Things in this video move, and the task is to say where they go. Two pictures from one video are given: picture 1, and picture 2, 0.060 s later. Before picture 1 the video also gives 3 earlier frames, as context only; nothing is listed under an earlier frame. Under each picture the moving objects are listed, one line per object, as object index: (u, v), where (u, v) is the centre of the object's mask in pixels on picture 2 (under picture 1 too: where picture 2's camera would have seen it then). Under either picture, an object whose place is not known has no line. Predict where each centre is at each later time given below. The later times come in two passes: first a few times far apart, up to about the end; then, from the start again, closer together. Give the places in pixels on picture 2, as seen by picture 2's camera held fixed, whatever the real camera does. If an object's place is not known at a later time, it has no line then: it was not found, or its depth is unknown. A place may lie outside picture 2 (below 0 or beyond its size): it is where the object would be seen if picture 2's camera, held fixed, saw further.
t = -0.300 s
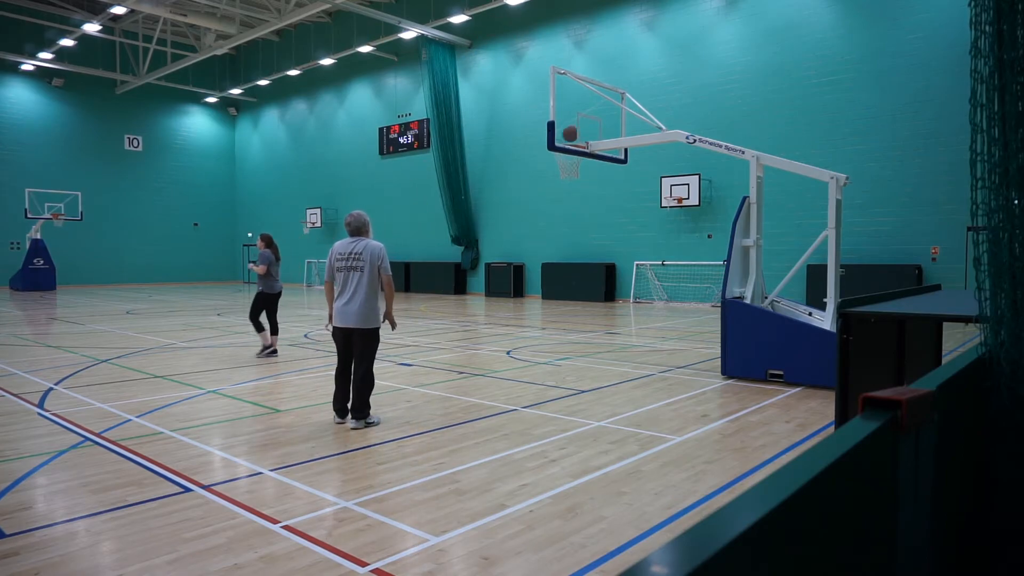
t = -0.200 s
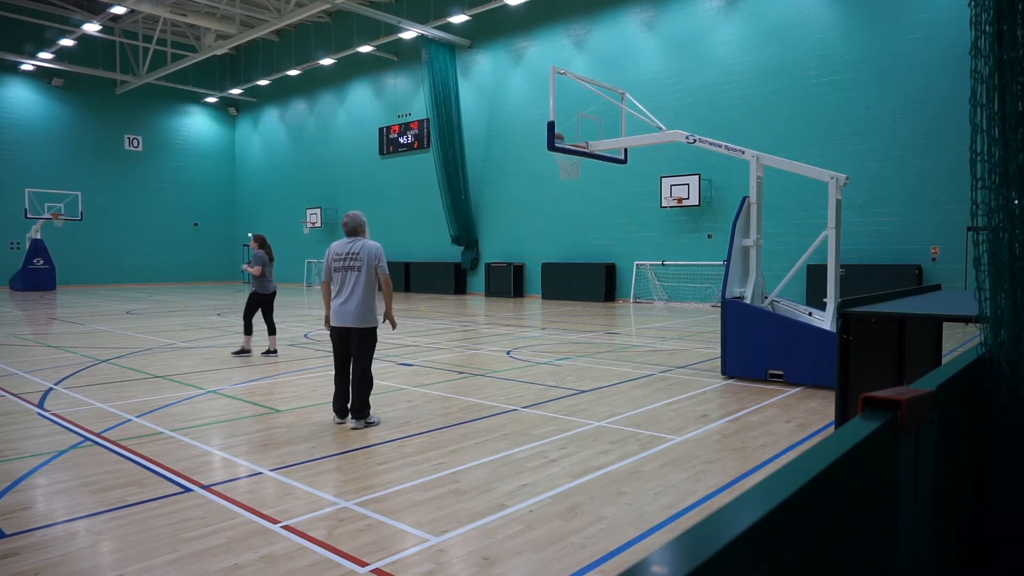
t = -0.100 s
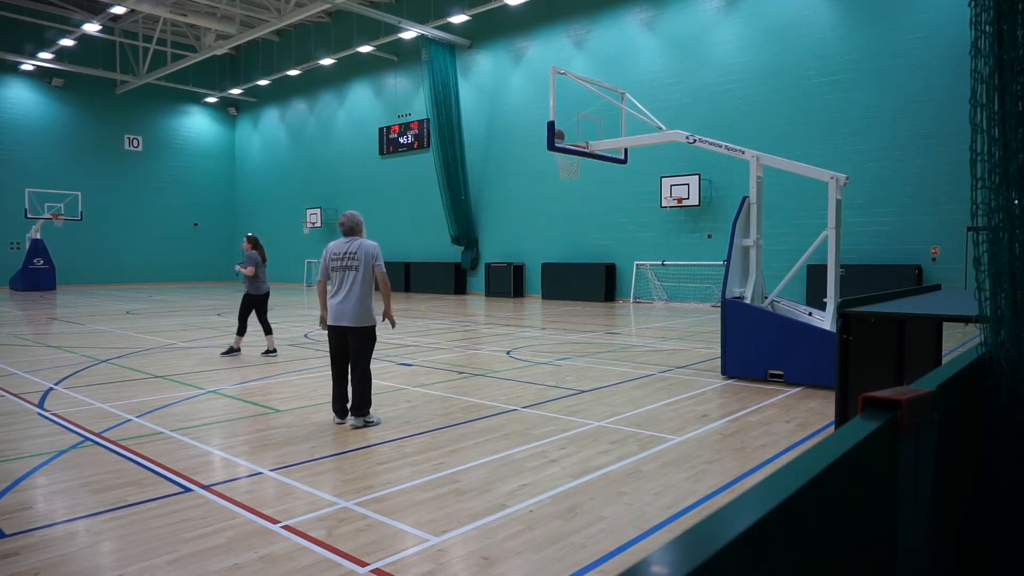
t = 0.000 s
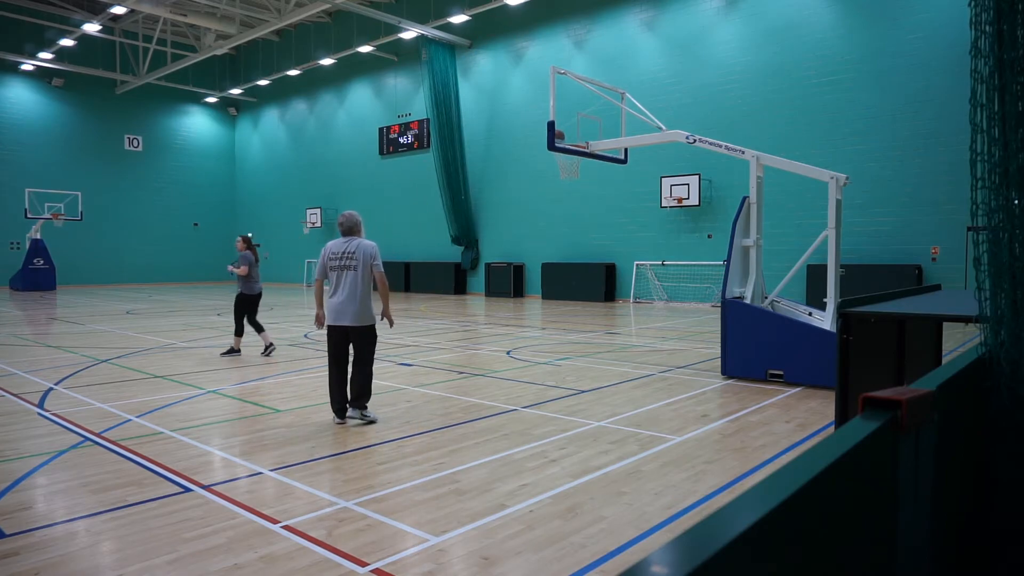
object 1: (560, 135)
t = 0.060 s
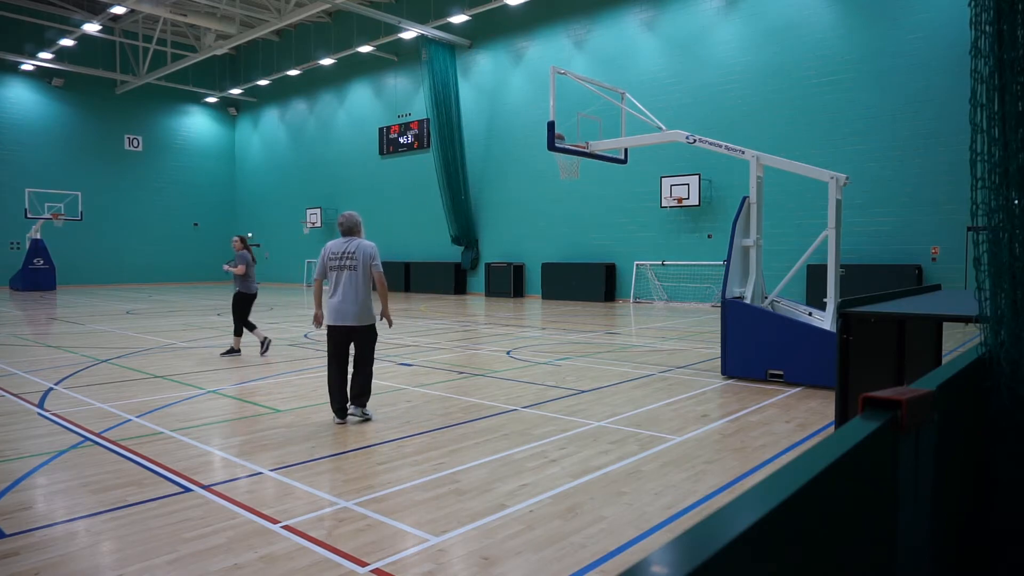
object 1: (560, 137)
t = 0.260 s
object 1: (562, 139)
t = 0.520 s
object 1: (569, 174)
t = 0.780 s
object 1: (576, 245)
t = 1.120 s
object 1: (585, 310)
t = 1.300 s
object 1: (591, 261)
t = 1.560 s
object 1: (600, 227)
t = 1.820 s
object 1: (609, 238)
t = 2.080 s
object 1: (617, 296)
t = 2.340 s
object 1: (625, 321)
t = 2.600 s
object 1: (633, 280)
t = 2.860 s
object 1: (641, 287)
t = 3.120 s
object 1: (648, 342)
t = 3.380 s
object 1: (655, 315)
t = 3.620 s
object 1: (661, 309)
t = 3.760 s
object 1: (665, 325)
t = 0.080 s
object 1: (560, 137)
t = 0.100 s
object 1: (560, 137)
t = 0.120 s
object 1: (560, 137)
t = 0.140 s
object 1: (560, 137)
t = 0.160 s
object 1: (560, 137)
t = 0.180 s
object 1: (561, 138)
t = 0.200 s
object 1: (561, 138)
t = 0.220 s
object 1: (561, 138)
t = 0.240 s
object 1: (562, 139)
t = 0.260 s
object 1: (562, 139)
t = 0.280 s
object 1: (563, 140)
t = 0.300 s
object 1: (564, 141)
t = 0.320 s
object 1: (565, 142)
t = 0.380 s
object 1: (564, 156)
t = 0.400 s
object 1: (565, 158)
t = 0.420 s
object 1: (566, 159)
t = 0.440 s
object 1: (566, 161)
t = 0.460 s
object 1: (567, 164)
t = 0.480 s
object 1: (568, 168)
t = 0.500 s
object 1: (569, 171)
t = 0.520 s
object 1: (569, 174)
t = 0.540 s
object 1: (570, 179)
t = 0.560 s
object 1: (570, 183)
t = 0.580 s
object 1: (571, 187)
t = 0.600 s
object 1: (571, 192)
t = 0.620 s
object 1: (572, 197)
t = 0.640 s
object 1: (572, 202)
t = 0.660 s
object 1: (573, 207)
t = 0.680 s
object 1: (574, 213)
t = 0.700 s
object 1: (574, 219)
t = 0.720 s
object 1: (575, 225)
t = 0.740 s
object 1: (575, 232)
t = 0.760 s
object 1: (576, 239)
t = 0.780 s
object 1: (576, 245)
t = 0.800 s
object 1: (577, 253)
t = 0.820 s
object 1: (578, 260)
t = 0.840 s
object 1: (578, 268)
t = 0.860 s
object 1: (579, 276)
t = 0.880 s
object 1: (580, 284)
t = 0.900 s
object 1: (580, 292)
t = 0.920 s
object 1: (580, 301)
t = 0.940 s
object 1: (580, 310)
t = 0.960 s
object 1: (581, 320)
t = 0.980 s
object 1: (581, 329)
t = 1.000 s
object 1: (582, 339)
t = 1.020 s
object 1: (583, 346)
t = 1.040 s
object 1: (583, 338)
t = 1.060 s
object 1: (584, 331)
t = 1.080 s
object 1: (584, 324)
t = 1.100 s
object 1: (585, 316)
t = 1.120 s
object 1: (585, 310)
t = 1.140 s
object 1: (586, 303)
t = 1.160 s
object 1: (587, 297)
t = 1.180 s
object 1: (588, 290)
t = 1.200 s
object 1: (588, 285)
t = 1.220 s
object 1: (589, 280)
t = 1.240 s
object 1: (589, 275)
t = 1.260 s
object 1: (590, 271)
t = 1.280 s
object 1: (591, 266)
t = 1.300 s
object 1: (591, 261)
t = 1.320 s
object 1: (593, 257)
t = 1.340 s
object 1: (593, 253)
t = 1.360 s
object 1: (594, 249)
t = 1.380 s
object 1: (594, 246)
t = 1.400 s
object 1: (595, 242)
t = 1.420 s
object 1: (596, 239)
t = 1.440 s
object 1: (596, 237)
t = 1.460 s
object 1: (597, 234)
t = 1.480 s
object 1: (598, 232)
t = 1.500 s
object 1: (598, 231)
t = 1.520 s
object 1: (599, 229)
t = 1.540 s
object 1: (600, 228)
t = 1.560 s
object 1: (600, 227)
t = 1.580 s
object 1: (601, 226)
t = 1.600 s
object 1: (602, 225)
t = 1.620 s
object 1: (602, 225)
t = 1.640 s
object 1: (603, 225)
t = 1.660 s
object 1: (604, 226)
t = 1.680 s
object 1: (605, 226)
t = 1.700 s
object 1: (605, 227)
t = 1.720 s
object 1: (606, 228)
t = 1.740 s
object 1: (607, 229)
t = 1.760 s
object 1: (607, 231)
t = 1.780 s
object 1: (608, 233)
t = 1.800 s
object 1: (609, 235)
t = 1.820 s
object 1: (609, 238)
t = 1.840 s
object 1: (610, 241)
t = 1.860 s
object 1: (611, 244)
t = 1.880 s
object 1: (611, 247)
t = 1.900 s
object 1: (612, 251)
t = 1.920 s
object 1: (613, 255)
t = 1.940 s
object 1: (613, 260)
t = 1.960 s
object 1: (614, 264)
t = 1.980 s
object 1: (614, 269)
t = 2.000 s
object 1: (615, 274)
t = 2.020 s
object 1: (615, 280)
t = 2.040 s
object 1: (616, 285)
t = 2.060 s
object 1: (616, 291)
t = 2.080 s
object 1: (617, 296)
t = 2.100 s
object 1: (618, 303)
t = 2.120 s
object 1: (619, 310)
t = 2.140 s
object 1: (619, 317)
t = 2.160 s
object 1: (620, 324)
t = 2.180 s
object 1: (621, 332)
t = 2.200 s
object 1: (621, 340)
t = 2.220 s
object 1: (622, 348)
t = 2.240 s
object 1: (623, 349)
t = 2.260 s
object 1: (623, 343)
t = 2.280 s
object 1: (624, 337)
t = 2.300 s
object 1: (624, 331)
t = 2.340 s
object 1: (625, 321)
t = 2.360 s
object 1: (626, 316)
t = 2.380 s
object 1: (626, 312)
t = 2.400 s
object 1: (627, 308)
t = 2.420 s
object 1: (628, 304)
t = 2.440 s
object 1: (629, 300)
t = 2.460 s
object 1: (629, 297)
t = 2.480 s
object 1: (630, 294)
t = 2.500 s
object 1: (630, 291)
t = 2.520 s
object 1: (631, 288)
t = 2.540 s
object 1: (631, 286)
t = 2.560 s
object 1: (632, 284)
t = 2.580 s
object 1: (632, 282)
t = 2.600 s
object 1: (633, 280)
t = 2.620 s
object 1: (634, 279)
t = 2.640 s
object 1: (634, 278)
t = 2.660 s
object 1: (635, 278)
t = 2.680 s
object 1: (635, 277)
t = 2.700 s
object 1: (636, 277)
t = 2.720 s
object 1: (636, 277)
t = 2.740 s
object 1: (637, 278)
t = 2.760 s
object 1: (638, 279)
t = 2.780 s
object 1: (638, 280)
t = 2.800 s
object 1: (639, 281)
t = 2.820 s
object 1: (639, 283)
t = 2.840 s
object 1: (640, 284)
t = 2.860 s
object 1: (641, 287)
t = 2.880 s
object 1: (641, 289)
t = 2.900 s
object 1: (642, 292)
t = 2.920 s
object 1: (642, 295)
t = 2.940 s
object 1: (643, 298)
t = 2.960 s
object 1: (643, 302)
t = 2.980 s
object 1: (644, 306)
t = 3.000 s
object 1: (644, 310)
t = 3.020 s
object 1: (645, 315)
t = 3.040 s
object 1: (645, 320)
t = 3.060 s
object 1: (646, 325)
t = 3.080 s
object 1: (647, 330)
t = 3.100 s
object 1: (647, 336)
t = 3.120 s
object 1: (648, 342)
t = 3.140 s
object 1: (648, 349)
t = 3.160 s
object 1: (649, 355)
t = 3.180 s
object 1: (649, 351)
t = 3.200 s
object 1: (650, 346)
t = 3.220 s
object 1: (650, 341)
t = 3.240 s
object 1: (651, 337)
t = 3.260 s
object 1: (651, 333)
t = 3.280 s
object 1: (652, 329)
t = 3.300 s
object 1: (652, 326)
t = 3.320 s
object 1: (653, 323)
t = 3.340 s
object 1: (654, 320)
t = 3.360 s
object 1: (654, 317)
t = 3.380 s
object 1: (655, 315)
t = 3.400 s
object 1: (655, 312)
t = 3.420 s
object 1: (656, 311)
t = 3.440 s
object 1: (656, 309)
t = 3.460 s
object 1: (657, 308)
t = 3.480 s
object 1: (658, 307)
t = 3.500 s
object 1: (658, 307)
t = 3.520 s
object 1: (659, 306)
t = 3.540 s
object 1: (659, 306)
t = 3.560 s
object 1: (660, 307)
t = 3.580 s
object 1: (660, 307)
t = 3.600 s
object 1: (661, 308)
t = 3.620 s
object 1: (661, 309)
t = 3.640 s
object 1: (662, 310)
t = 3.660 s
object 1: (662, 312)
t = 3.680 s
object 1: (663, 314)
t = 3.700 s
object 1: (664, 316)
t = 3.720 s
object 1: (664, 319)
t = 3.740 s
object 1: (665, 322)
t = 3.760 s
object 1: (665, 325)
